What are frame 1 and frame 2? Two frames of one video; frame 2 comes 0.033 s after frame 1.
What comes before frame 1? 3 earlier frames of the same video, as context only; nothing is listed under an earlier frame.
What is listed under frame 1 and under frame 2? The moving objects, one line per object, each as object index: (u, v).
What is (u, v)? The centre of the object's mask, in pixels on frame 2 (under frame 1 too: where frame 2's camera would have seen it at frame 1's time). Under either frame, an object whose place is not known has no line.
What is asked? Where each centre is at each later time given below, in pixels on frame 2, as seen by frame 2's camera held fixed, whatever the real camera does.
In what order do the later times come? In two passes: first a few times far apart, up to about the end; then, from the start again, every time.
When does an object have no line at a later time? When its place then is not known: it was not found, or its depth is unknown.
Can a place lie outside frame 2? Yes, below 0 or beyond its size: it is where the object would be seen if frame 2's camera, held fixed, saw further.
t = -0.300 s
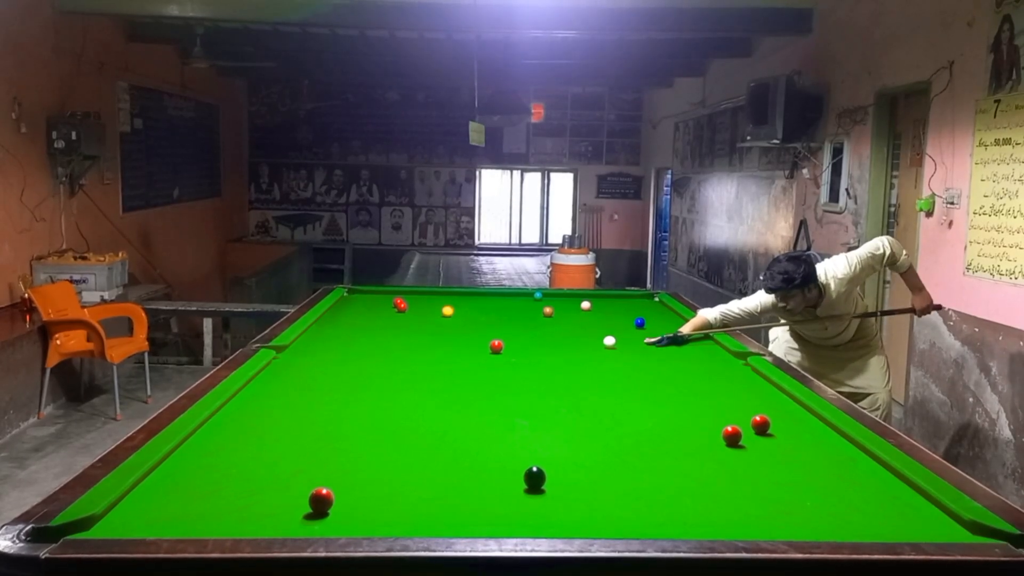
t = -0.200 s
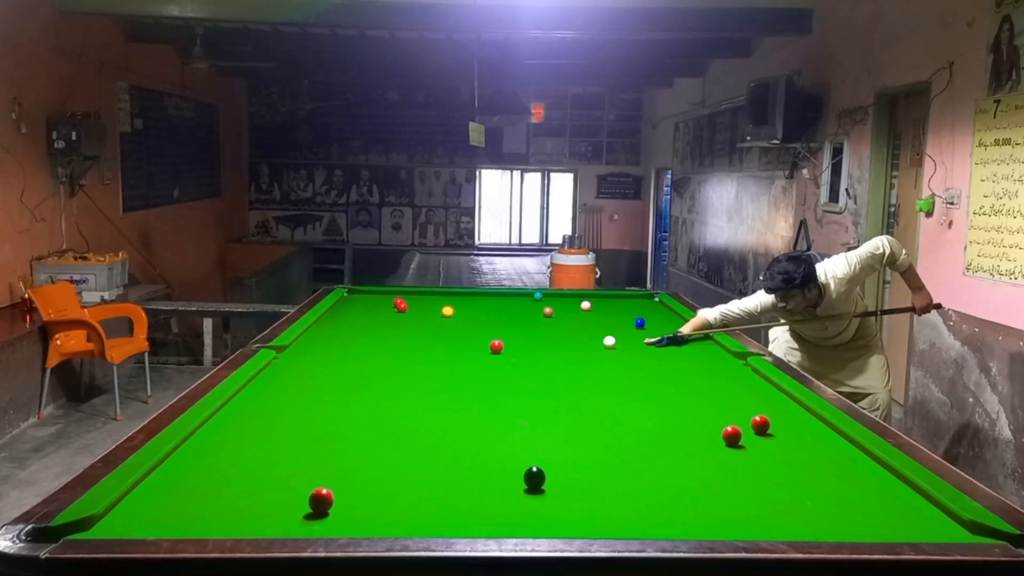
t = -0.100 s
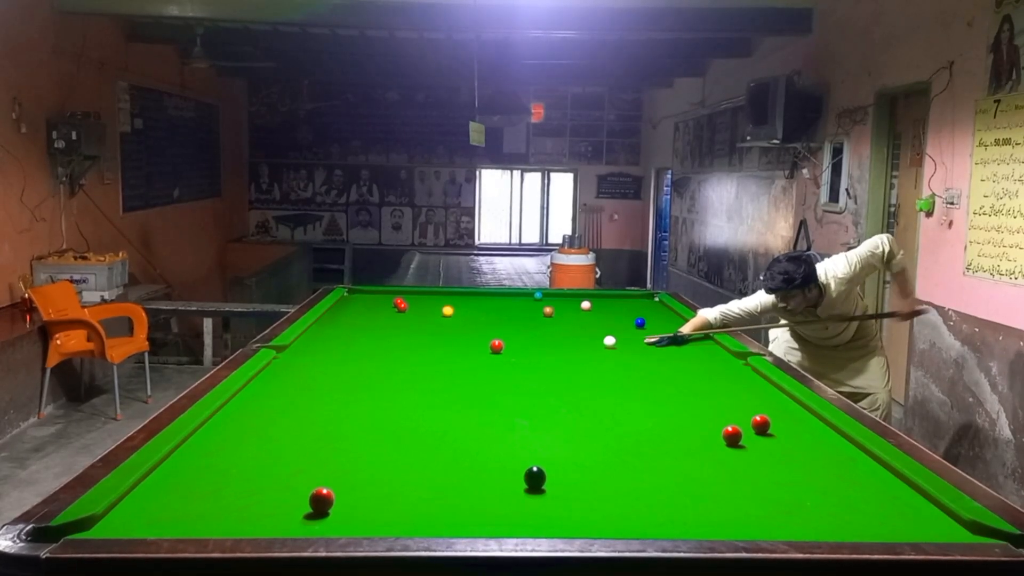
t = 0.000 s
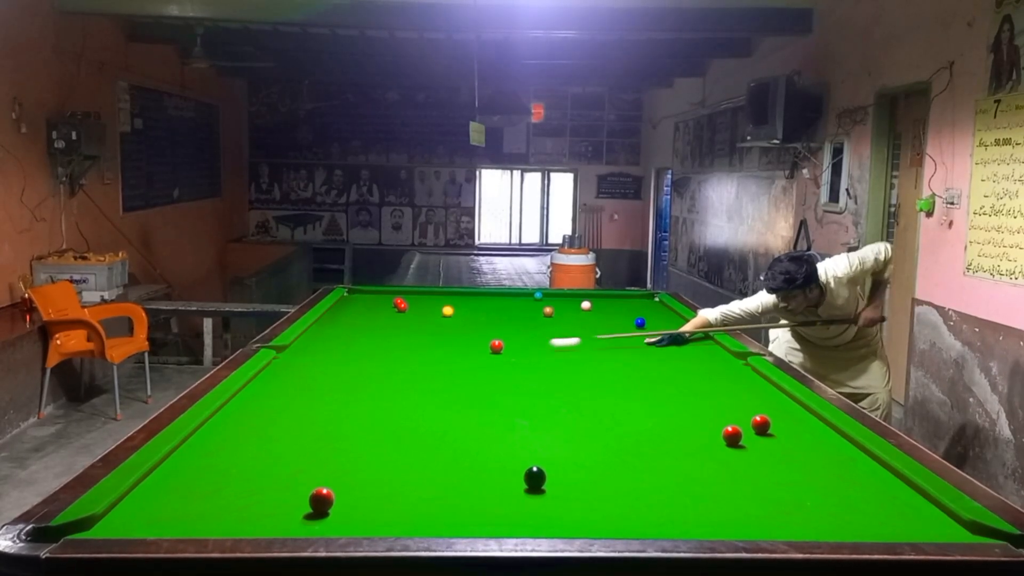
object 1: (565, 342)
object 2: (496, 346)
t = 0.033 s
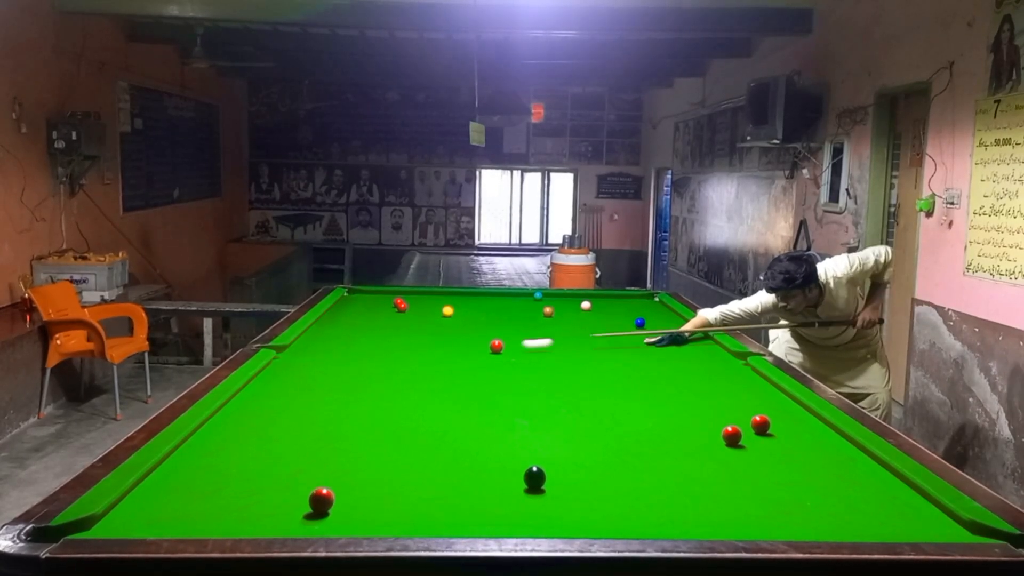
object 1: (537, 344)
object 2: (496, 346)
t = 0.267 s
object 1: (495, 353)
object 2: (344, 347)
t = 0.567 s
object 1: (434, 363)
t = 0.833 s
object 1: (374, 373)
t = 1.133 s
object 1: (300, 386)
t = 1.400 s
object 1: (246, 397)
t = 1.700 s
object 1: (283, 406)
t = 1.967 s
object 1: (315, 414)
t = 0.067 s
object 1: (513, 345)
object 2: (495, 346)
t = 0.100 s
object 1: (509, 348)
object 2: (470, 345)
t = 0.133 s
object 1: (508, 349)
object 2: (444, 345)
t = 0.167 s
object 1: (506, 350)
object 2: (418, 346)
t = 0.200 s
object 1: (503, 351)
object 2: (393, 346)
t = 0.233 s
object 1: (499, 352)
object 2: (369, 347)
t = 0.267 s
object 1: (495, 353)
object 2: (344, 347)
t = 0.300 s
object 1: (489, 354)
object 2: (321, 347)
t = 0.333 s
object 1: (483, 355)
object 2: (299, 348)
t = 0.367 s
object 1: (476, 356)
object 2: (279, 347)
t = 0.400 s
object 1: (469, 357)
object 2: (261, 346)
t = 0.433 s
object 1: (463, 358)
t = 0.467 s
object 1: (456, 360)
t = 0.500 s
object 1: (448, 361)
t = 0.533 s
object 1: (442, 362)
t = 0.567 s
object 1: (434, 363)
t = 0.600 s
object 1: (427, 364)
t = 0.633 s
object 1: (420, 366)
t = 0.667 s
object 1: (412, 367)
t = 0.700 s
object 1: (405, 368)
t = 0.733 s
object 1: (397, 369)
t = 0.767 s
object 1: (389, 371)
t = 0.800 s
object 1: (382, 372)
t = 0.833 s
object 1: (374, 373)
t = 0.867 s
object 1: (366, 375)
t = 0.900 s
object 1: (358, 376)
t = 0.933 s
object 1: (350, 377)
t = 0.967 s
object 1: (342, 379)
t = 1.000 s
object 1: (333, 380)
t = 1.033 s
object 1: (325, 381)
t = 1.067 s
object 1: (317, 383)
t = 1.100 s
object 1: (308, 384)
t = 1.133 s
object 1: (300, 386)
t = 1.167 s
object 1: (291, 387)
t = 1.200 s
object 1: (282, 389)
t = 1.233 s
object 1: (273, 390)
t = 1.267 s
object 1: (264, 392)
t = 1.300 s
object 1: (255, 393)
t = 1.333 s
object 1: (246, 395)
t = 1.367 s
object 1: (241, 396)
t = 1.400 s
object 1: (246, 397)
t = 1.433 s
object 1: (250, 398)
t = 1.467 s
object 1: (254, 399)
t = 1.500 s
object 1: (258, 400)
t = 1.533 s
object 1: (262, 401)
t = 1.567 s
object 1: (266, 402)
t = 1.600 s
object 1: (271, 403)
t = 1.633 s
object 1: (274, 404)
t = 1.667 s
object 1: (279, 405)
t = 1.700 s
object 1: (283, 406)
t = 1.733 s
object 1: (287, 407)
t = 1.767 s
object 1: (291, 408)
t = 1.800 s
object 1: (295, 409)
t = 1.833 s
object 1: (299, 410)
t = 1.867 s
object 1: (303, 412)
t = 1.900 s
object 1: (307, 412)
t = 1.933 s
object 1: (311, 413)
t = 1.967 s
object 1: (315, 414)
